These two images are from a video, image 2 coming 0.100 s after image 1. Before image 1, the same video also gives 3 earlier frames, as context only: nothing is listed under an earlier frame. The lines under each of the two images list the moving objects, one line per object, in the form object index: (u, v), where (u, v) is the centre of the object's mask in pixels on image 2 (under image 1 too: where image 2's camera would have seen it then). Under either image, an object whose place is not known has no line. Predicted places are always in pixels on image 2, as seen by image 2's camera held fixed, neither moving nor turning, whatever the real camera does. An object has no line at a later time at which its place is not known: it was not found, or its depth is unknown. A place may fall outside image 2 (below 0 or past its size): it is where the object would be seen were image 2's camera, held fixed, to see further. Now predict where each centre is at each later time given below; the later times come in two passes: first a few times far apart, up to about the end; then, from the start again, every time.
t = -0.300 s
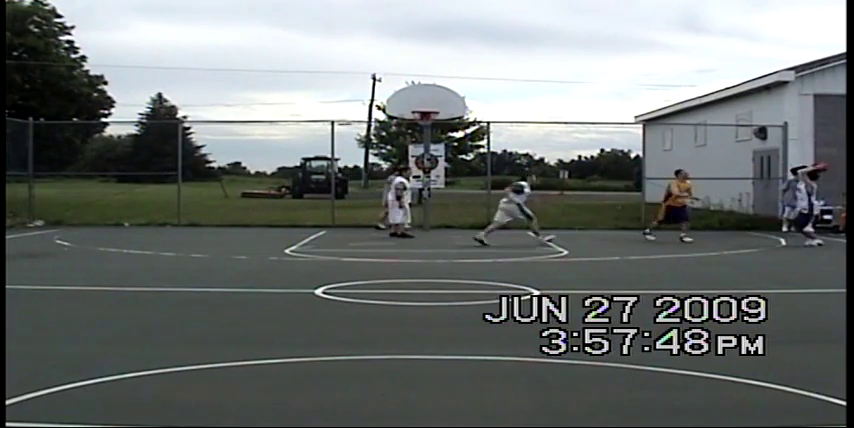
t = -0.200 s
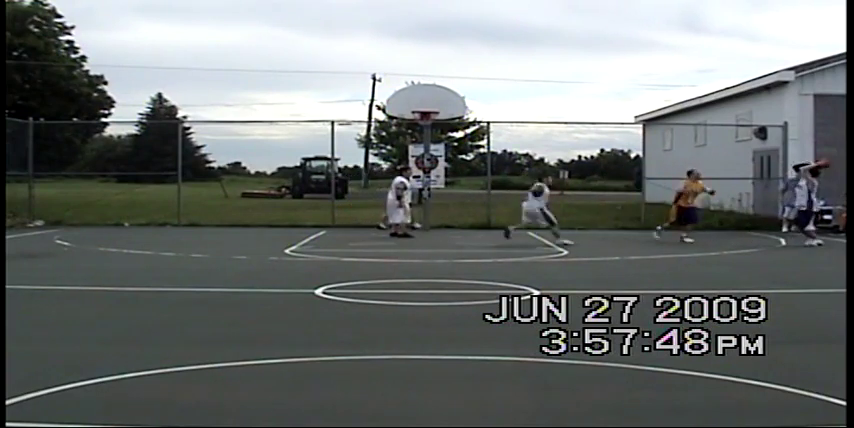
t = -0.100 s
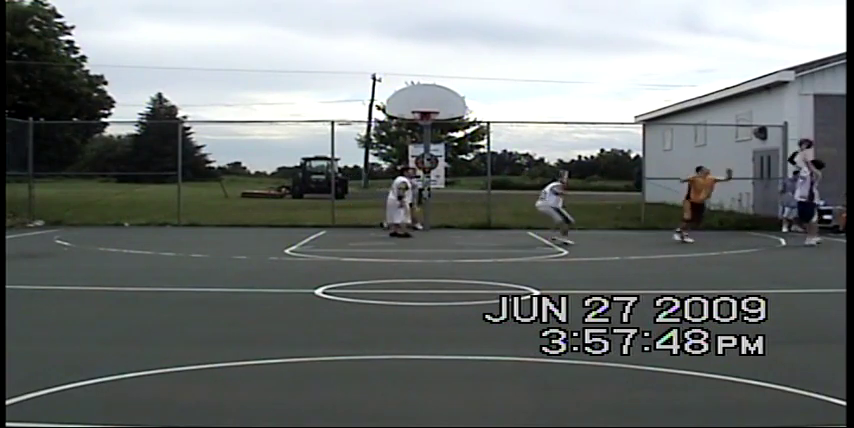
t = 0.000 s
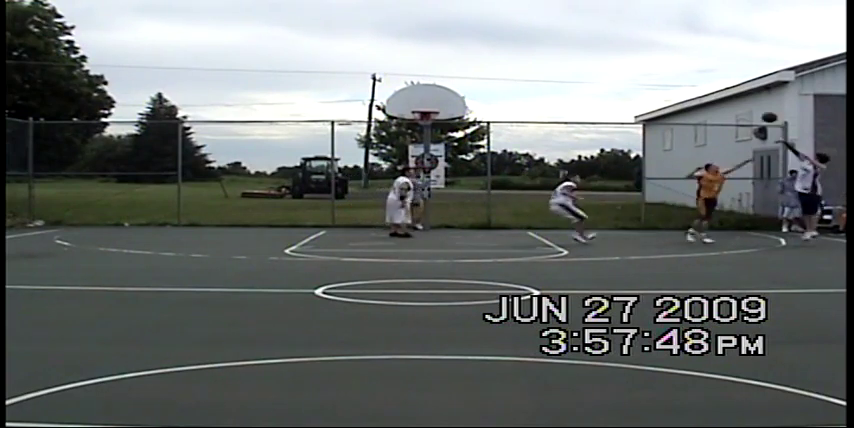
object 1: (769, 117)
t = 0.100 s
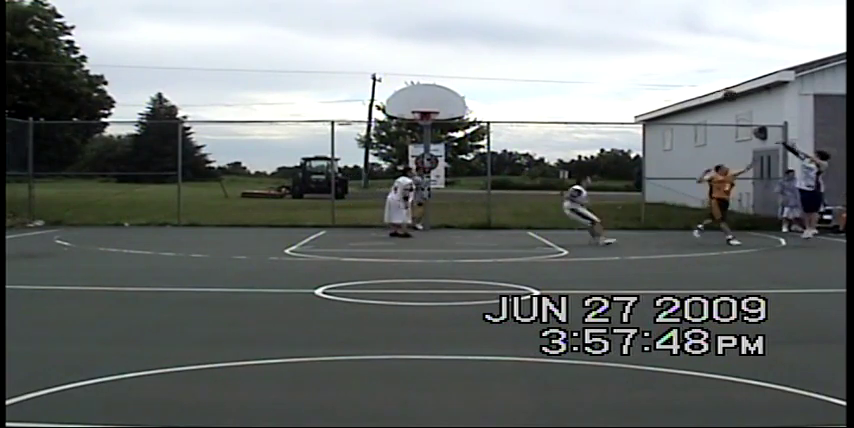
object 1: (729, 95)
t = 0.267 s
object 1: (668, 71)
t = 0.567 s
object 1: (562, 59)
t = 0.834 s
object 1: (475, 78)
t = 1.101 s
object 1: (435, 106)
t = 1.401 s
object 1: (515, 114)
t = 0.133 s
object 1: (718, 89)
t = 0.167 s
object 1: (705, 84)
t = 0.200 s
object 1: (693, 79)
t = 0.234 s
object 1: (680, 74)
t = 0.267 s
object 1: (668, 71)
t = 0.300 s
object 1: (655, 67)
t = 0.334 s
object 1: (643, 64)
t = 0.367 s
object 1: (634, 62)
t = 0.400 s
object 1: (620, 60)
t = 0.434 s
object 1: (608, 59)
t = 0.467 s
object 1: (596, 58)
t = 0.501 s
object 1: (585, 58)
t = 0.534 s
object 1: (573, 58)
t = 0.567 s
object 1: (562, 59)
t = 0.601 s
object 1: (551, 59)
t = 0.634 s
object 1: (539, 61)
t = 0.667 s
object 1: (528, 63)
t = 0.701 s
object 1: (517, 65)
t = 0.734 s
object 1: (506, 68)
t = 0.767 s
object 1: (496, 71)
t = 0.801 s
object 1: (485, 75)
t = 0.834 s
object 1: (475, 78)
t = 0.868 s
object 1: (464, 83)
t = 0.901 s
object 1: (454, 88)
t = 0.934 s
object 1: (443, 93)
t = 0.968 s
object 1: (433, 99)
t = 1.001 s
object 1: (423, 105)
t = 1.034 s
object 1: (418, 108)
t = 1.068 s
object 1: (426, 107)
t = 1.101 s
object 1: (435, 106)
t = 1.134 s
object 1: (444, 105)
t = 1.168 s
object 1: (453, 105)
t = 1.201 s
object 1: (462, 105)
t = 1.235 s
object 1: (471, 105)
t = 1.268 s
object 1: (480, 106)
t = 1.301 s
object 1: (489, 107)
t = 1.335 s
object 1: (497, 109)
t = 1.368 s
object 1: (506, 111)
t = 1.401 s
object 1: (515, 114)
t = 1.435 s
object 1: (523, 117)
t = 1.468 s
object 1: (531, 121)
